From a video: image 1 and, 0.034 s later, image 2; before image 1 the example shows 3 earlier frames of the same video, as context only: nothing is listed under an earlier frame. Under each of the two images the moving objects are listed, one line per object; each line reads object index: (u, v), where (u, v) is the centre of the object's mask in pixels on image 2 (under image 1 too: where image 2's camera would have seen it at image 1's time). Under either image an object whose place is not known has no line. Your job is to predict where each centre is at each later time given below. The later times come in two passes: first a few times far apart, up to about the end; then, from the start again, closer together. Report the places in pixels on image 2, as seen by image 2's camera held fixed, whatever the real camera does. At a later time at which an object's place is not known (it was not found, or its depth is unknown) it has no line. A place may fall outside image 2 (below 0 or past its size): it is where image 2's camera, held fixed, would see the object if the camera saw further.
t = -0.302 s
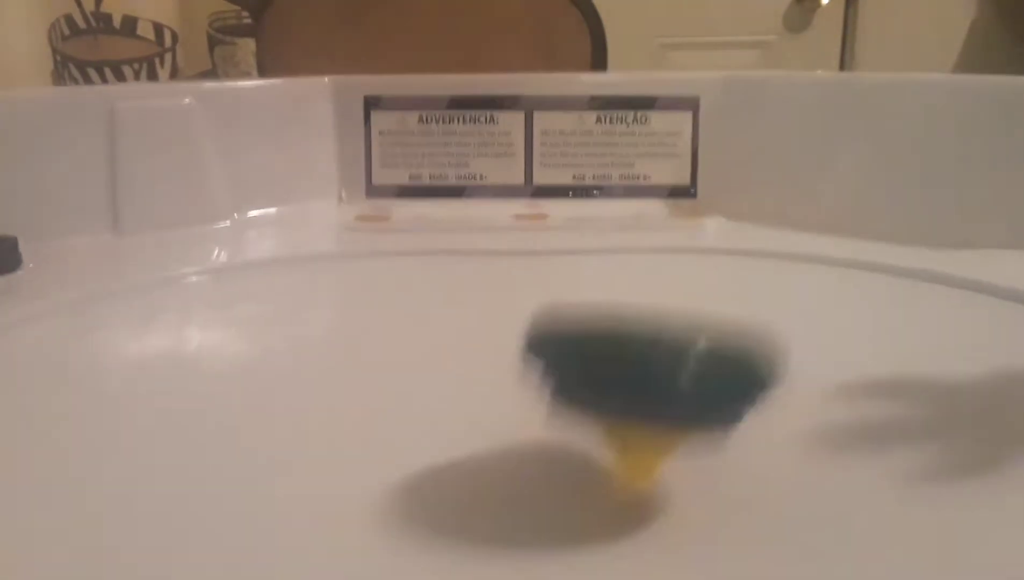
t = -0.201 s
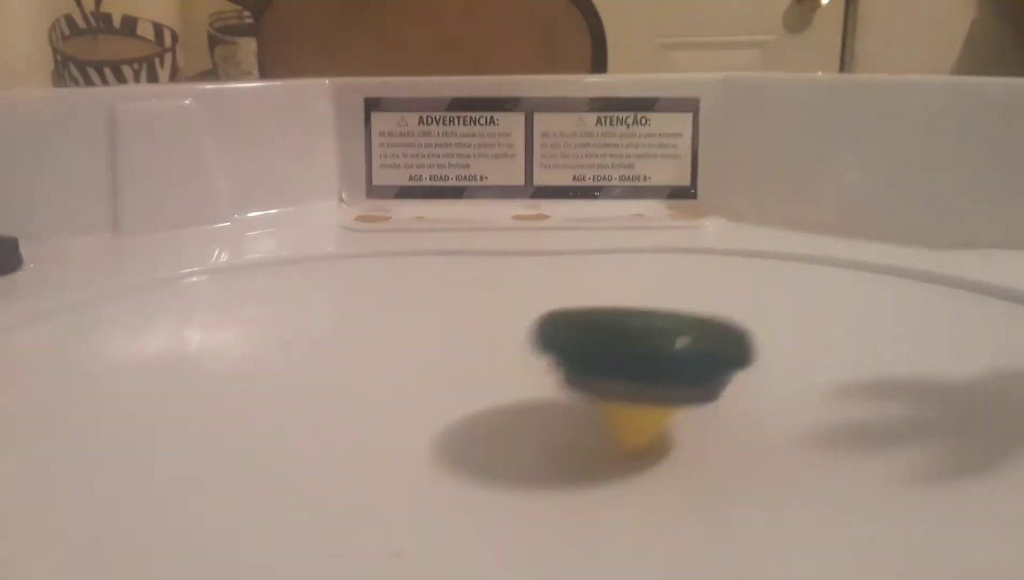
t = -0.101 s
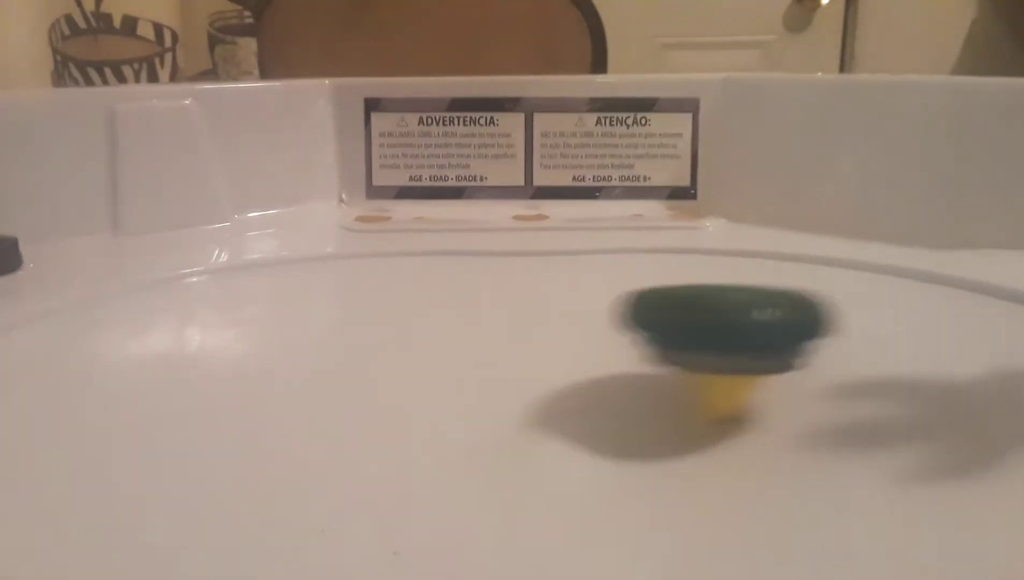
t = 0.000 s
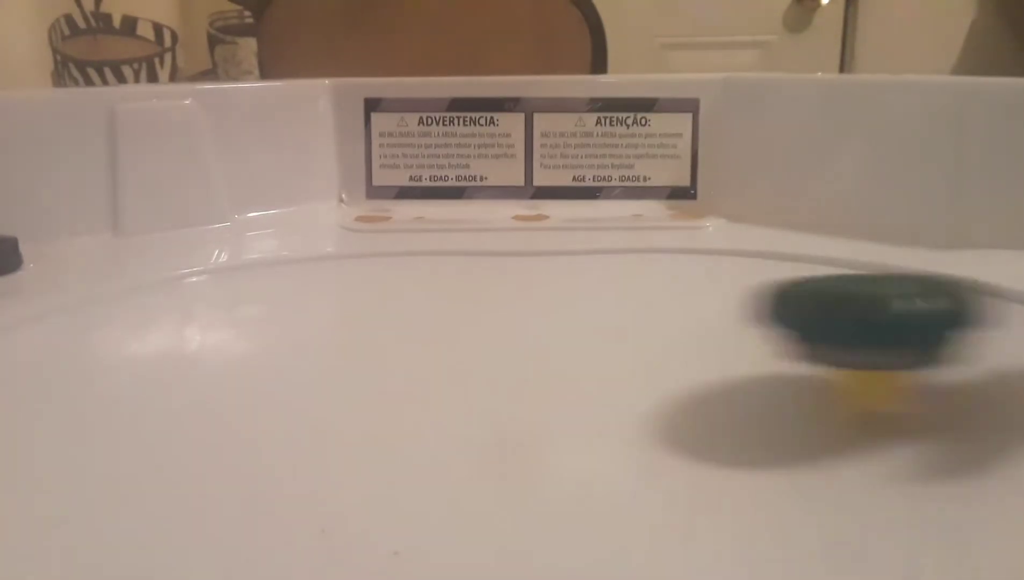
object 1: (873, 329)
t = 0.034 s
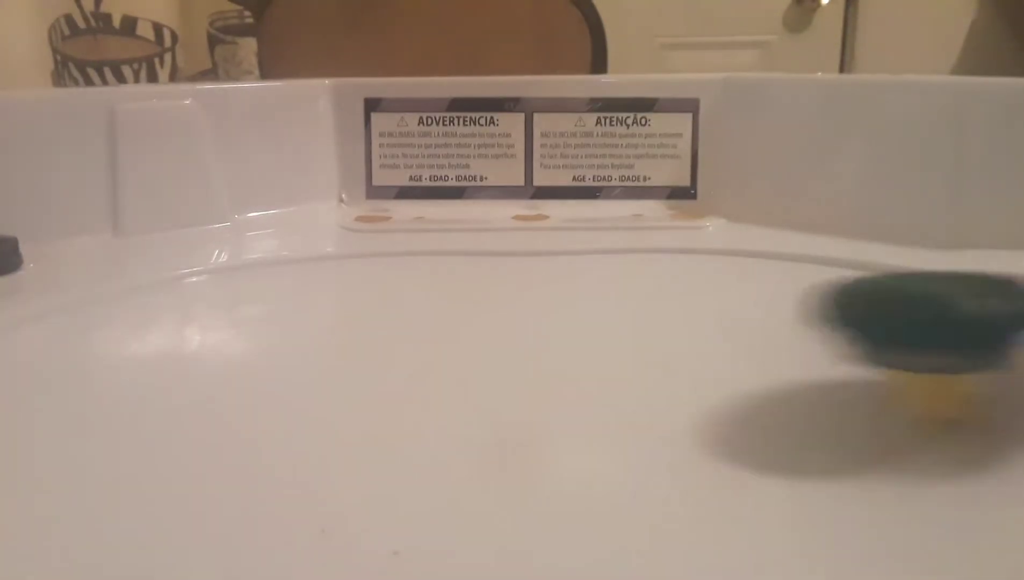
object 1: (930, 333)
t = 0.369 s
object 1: (908, 495)
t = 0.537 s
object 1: (562, 424)
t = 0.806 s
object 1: (662, 253)
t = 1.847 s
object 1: (625, 203)
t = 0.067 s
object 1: (968, 334)
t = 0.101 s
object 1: (996, 317)
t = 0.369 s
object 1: (908, 495)
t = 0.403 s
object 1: (850, 495)
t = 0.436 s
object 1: (753, 487)
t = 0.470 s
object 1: (661, 471)
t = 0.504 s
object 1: (600, 452)
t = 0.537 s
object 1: (562, 424)
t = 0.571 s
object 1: (543, 398)
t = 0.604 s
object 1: (544, 362)
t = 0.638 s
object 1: (549, 347)
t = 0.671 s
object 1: (555, 330)
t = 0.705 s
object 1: (569, 309)
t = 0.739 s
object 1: (594, 287)
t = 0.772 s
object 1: (623, 270)
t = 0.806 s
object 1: (662, 253)
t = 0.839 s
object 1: (706, 242)
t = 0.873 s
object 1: (757, 224)
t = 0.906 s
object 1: (816, 212)
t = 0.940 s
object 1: (863, 212)
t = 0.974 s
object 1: (902, 235)
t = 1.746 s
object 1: (497, 218)
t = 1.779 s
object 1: (533, 211)
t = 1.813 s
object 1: (577, 204)
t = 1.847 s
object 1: (625, 203)
